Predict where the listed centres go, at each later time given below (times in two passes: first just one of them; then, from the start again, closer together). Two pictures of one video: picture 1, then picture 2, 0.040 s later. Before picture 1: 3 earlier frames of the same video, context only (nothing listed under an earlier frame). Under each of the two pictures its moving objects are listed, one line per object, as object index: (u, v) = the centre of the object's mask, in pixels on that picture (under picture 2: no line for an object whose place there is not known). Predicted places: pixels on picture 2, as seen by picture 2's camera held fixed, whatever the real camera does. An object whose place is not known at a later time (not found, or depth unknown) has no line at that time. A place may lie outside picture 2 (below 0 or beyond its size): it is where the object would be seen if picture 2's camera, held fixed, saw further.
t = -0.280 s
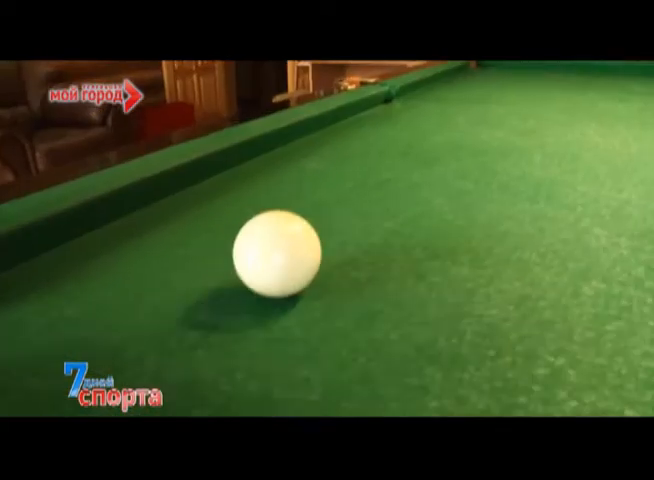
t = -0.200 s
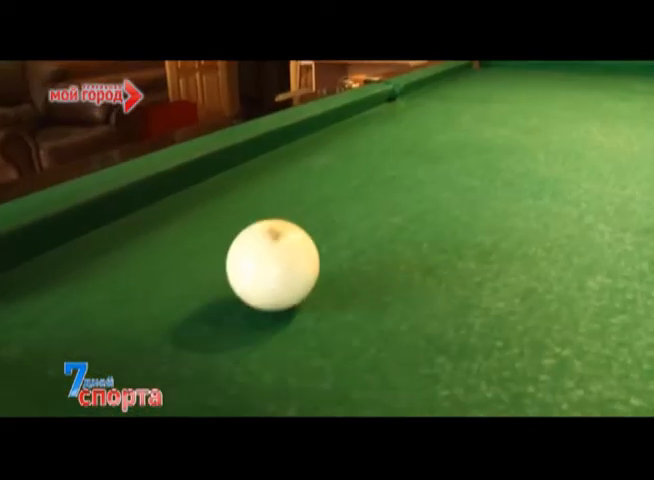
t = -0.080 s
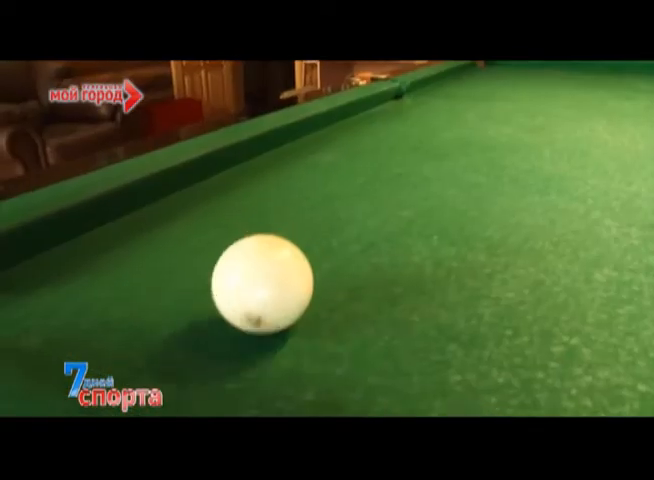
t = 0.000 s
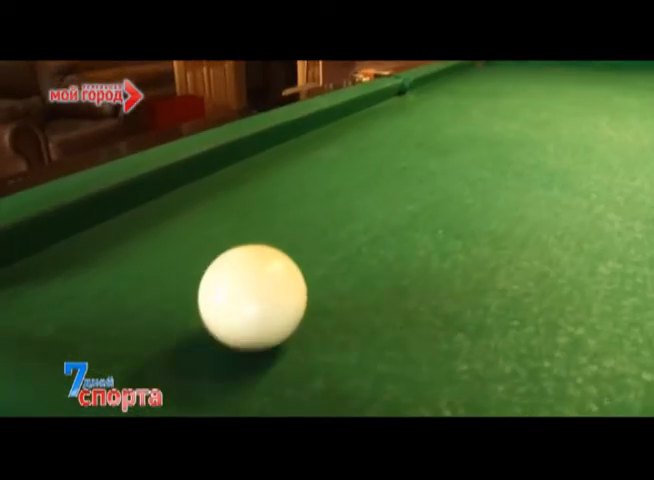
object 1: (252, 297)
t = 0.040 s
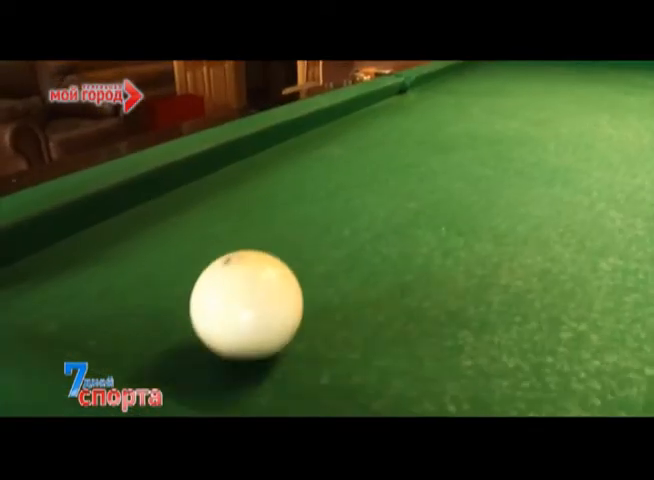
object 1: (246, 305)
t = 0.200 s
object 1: (201, 352)
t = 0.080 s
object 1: (235, 318)
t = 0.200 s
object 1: (201, 352)
